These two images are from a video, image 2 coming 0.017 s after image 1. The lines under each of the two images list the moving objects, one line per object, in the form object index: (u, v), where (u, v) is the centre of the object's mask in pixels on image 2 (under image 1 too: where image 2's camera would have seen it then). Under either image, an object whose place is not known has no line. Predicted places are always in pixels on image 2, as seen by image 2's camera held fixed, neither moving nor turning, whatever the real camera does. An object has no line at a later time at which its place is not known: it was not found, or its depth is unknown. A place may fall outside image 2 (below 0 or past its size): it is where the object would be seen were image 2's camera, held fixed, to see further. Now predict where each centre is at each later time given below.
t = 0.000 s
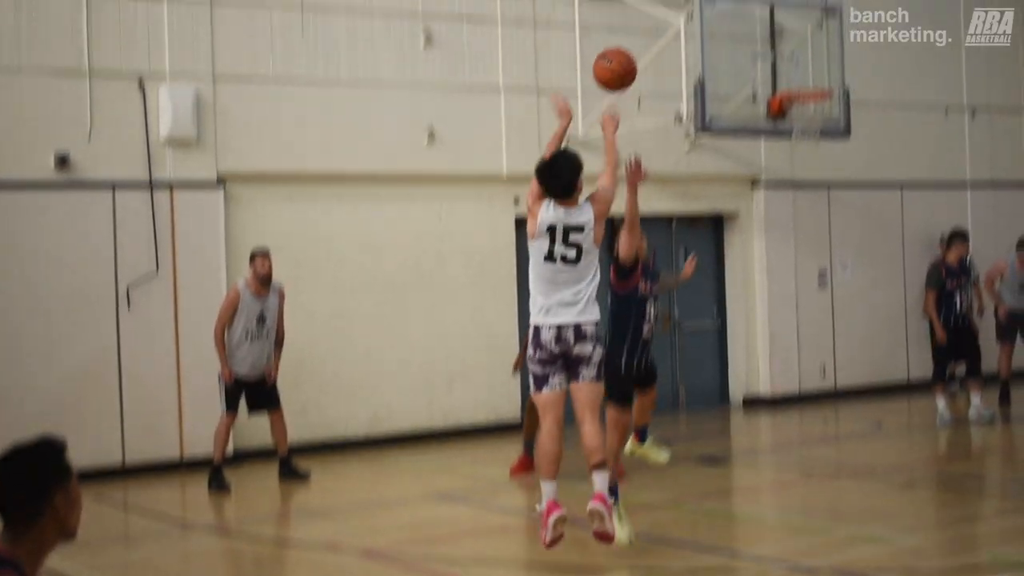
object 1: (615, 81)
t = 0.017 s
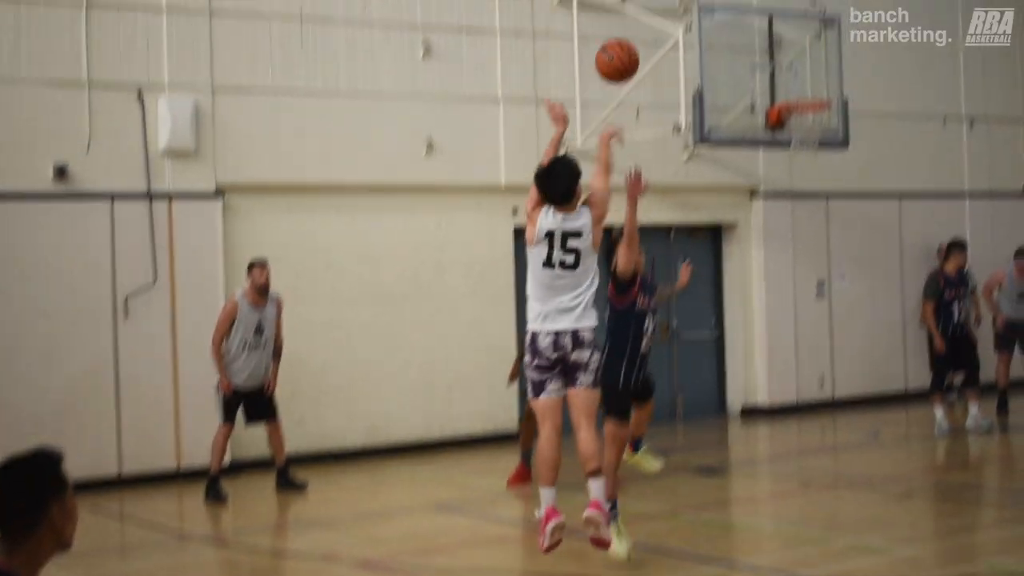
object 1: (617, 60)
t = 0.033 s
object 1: (621, 42)
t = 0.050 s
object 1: (624, 25)
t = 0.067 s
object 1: (628, 8)
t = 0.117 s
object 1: (639, -38)
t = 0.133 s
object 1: (643, -53)
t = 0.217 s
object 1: (660, -113)
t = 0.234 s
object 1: (663, -122)
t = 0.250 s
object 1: (667, -132)
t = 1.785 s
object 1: (945, 125)
